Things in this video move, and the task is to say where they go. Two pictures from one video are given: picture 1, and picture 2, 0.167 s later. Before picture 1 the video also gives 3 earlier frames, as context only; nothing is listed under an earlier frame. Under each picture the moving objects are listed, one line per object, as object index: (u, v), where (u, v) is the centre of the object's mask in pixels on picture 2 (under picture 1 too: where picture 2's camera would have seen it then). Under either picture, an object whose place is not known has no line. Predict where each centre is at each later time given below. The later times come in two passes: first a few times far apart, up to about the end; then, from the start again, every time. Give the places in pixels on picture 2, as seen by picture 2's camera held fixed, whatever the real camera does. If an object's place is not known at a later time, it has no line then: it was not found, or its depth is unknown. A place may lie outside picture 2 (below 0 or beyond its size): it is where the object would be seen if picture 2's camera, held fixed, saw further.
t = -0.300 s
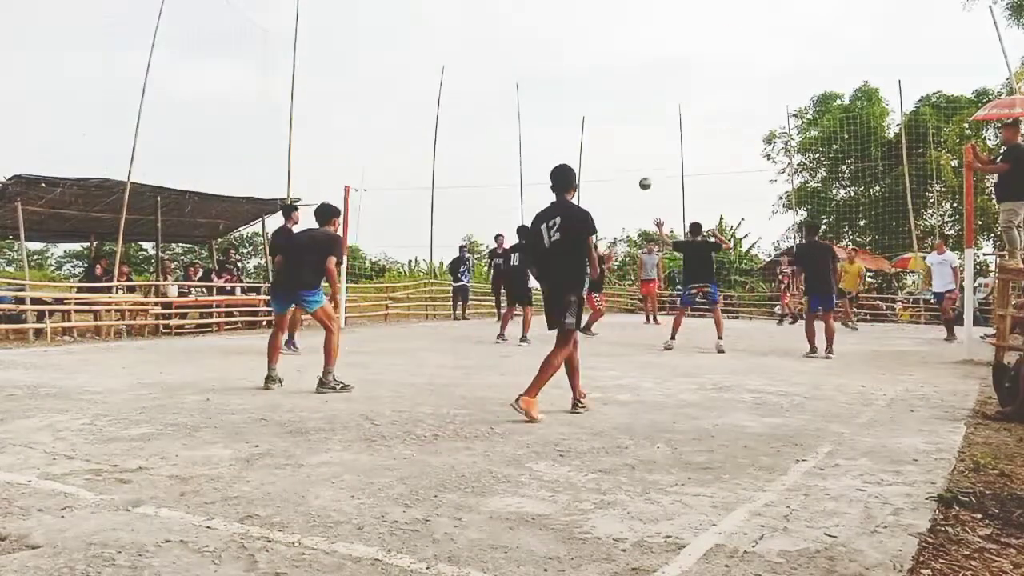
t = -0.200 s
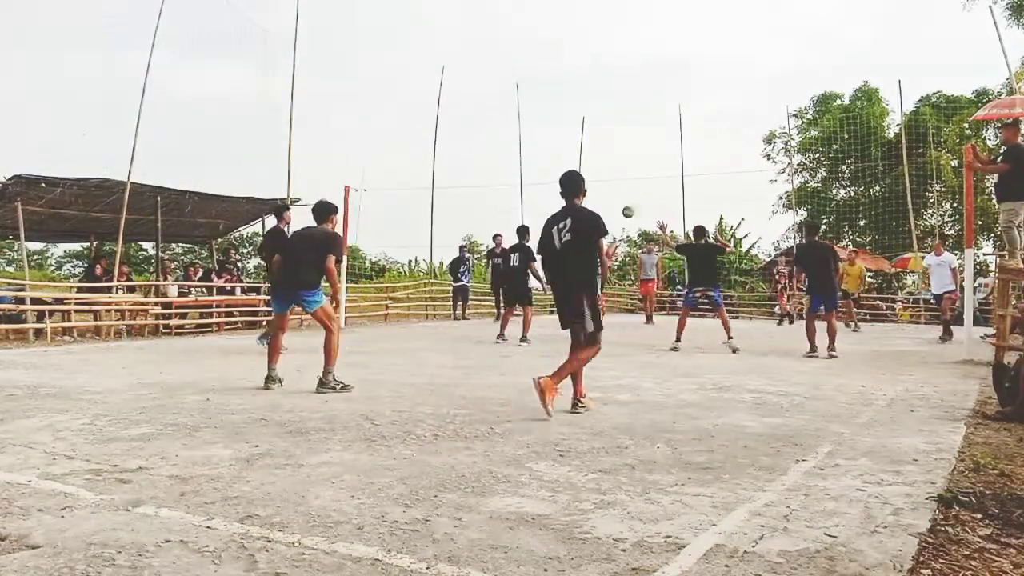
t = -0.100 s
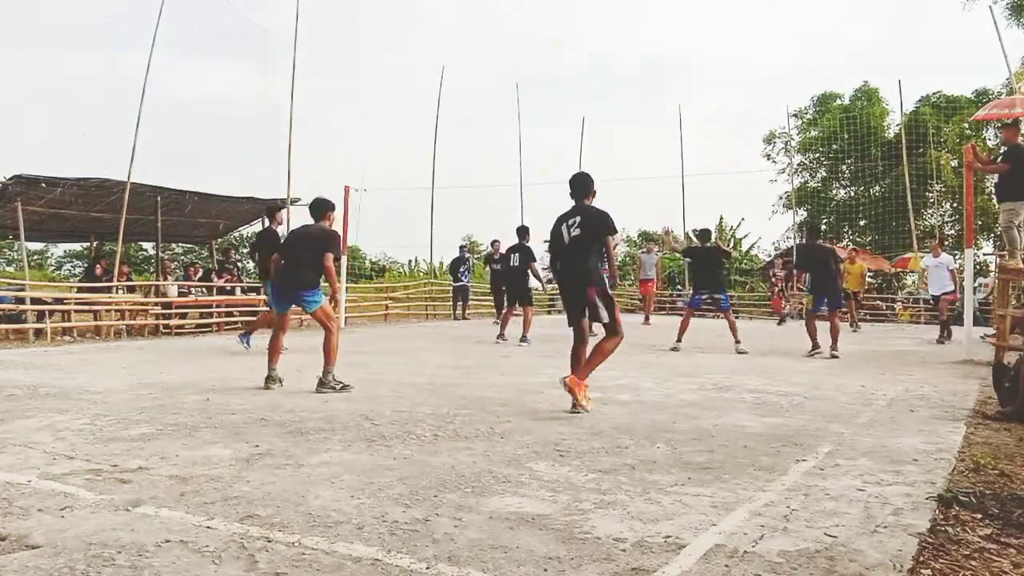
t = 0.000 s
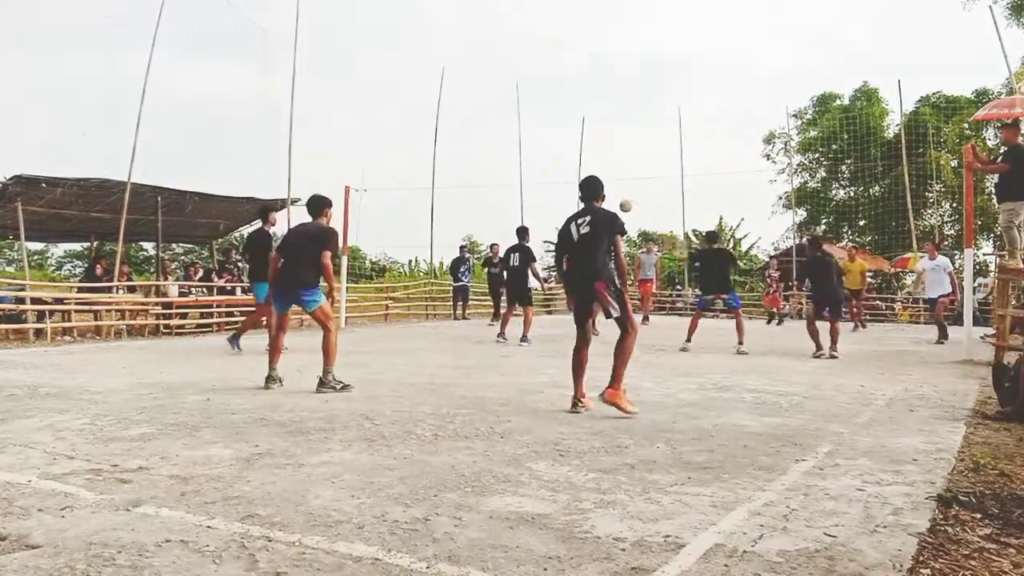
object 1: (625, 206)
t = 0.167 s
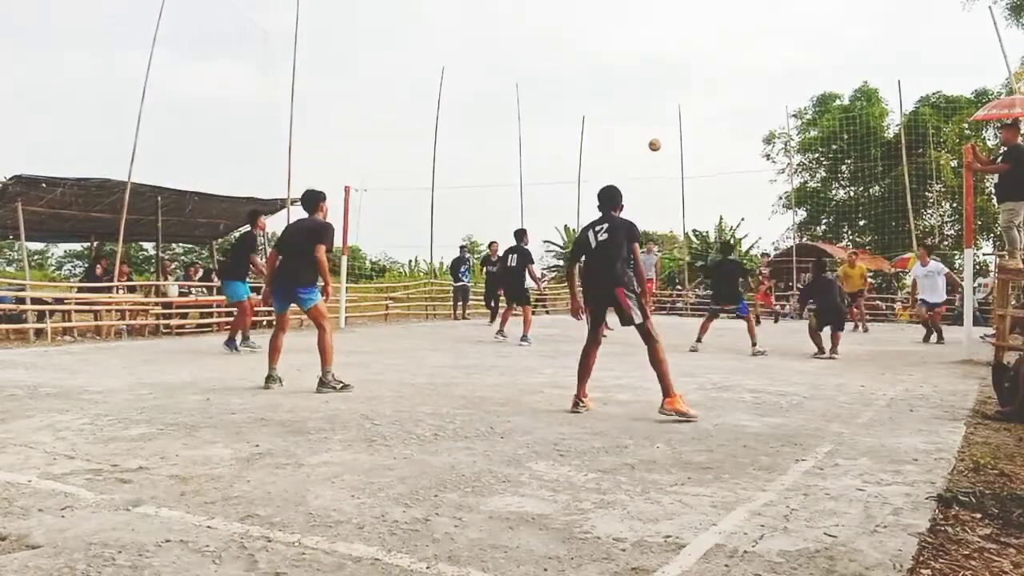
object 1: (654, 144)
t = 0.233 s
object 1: (666, 124)
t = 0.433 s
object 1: (703, 82)
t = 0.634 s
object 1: (740, 65)
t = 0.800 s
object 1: (772, 72)
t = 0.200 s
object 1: (660, 134)
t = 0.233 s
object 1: (666, 124)
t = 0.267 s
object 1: (672, 116)
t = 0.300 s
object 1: (678, 107)
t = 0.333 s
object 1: (685, 100)
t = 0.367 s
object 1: (690, 93)
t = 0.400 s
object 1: (696, 87)
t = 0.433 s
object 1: (703, 82)
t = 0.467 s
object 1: (709, 77)
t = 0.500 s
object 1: (715, 73)
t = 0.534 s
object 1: (721, 70)
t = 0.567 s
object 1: (728, 68)
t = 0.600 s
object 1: (734, 66)
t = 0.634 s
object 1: (740, 65)
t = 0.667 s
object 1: (746, 65)
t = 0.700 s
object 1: (753, 66)
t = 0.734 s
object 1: (759, 67)
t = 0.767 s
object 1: (766, 69)
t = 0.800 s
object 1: (772, 72)
